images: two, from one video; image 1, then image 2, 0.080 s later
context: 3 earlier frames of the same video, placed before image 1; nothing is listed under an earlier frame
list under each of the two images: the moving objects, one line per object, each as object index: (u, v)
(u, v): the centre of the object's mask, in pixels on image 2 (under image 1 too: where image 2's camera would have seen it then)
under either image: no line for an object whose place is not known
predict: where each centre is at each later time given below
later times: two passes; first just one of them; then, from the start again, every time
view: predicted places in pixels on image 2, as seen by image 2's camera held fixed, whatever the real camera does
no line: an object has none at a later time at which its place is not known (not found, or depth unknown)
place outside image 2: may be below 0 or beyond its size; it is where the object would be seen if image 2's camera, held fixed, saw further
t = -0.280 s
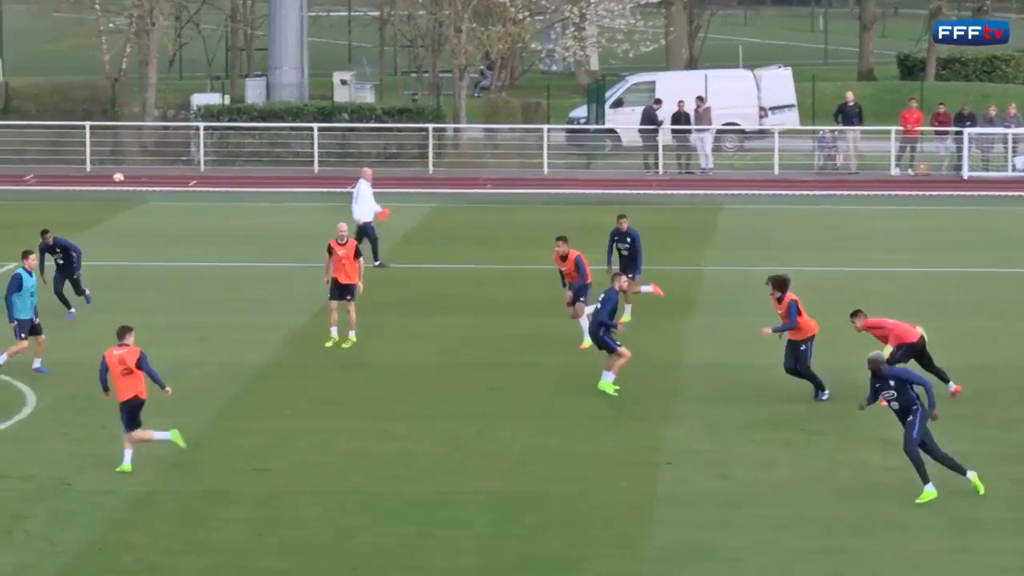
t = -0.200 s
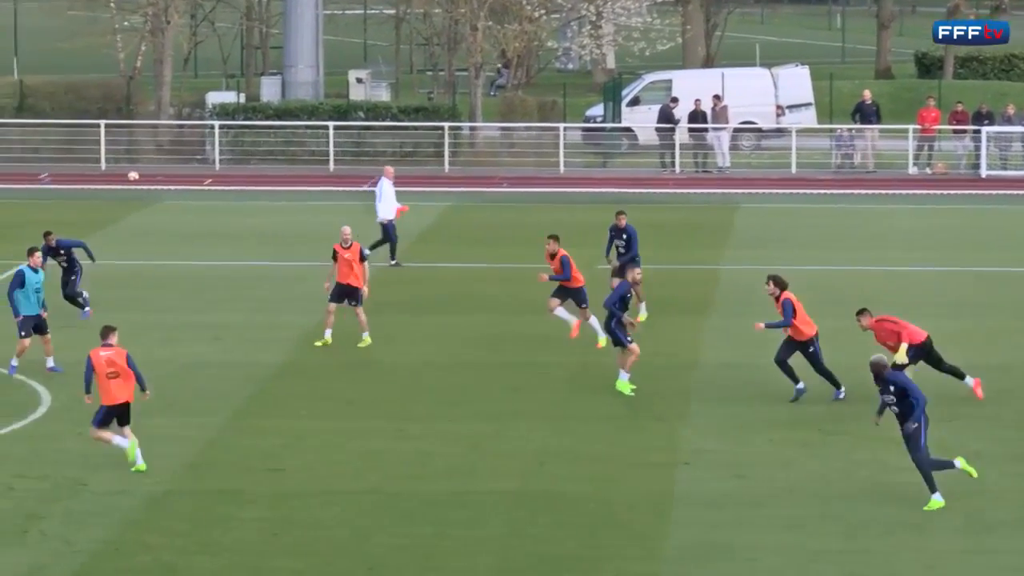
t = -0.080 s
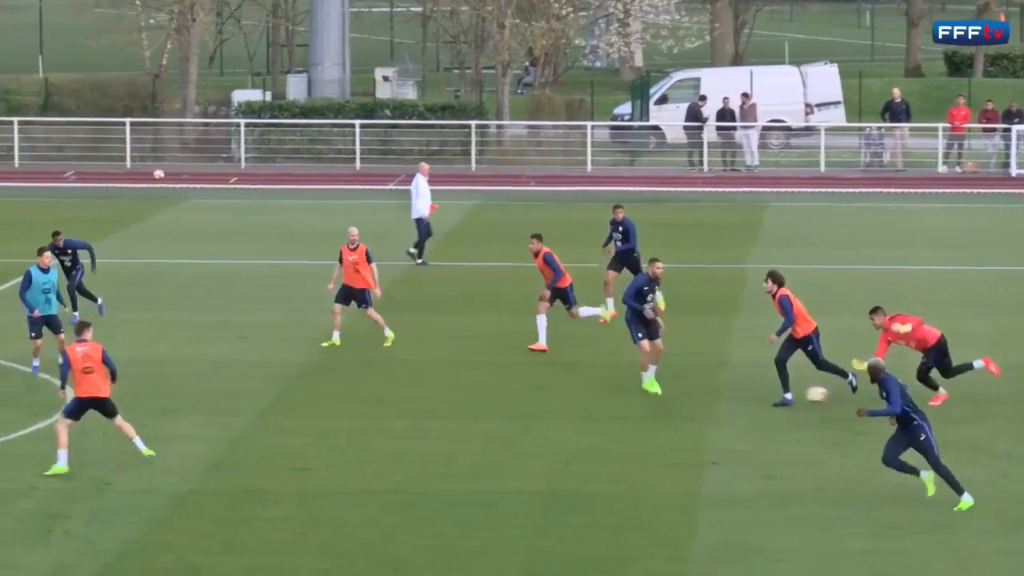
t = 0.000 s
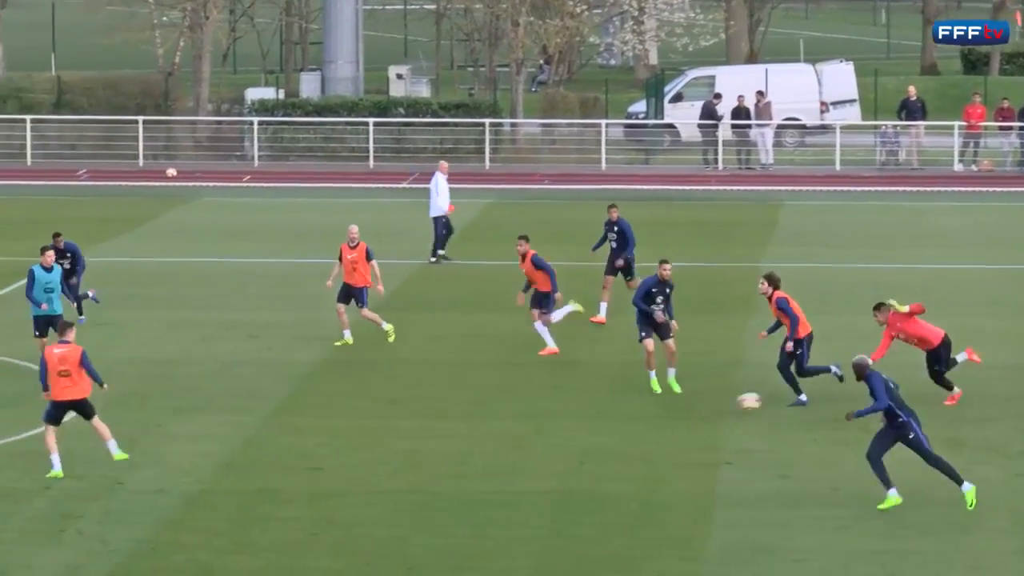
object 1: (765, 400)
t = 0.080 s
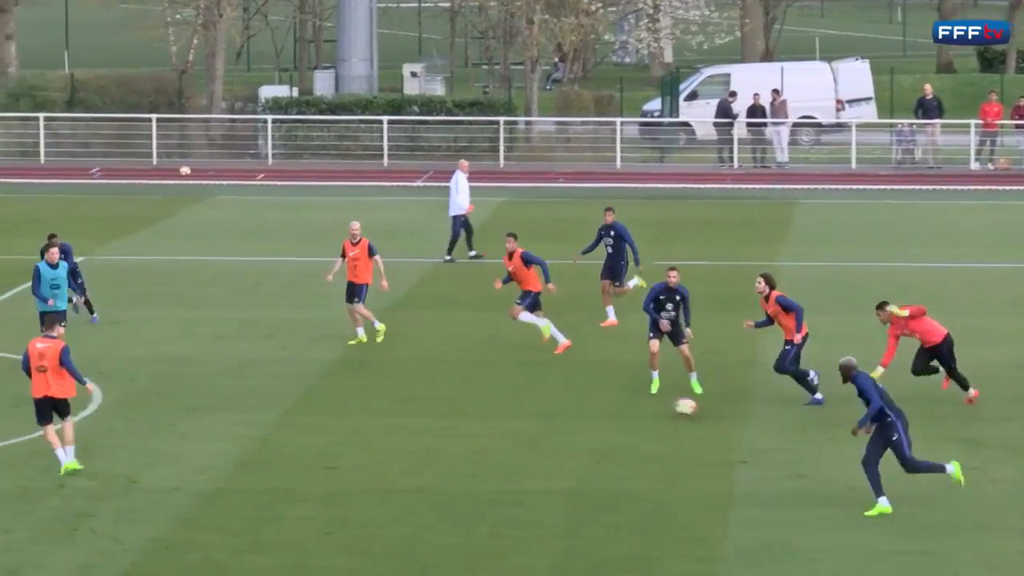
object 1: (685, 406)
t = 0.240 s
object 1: (534, 413)
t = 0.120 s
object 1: (647, 405)
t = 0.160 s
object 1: (609, 406)
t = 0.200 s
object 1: (572, 409)
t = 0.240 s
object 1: (534, 413)
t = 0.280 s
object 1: (497, 418)
